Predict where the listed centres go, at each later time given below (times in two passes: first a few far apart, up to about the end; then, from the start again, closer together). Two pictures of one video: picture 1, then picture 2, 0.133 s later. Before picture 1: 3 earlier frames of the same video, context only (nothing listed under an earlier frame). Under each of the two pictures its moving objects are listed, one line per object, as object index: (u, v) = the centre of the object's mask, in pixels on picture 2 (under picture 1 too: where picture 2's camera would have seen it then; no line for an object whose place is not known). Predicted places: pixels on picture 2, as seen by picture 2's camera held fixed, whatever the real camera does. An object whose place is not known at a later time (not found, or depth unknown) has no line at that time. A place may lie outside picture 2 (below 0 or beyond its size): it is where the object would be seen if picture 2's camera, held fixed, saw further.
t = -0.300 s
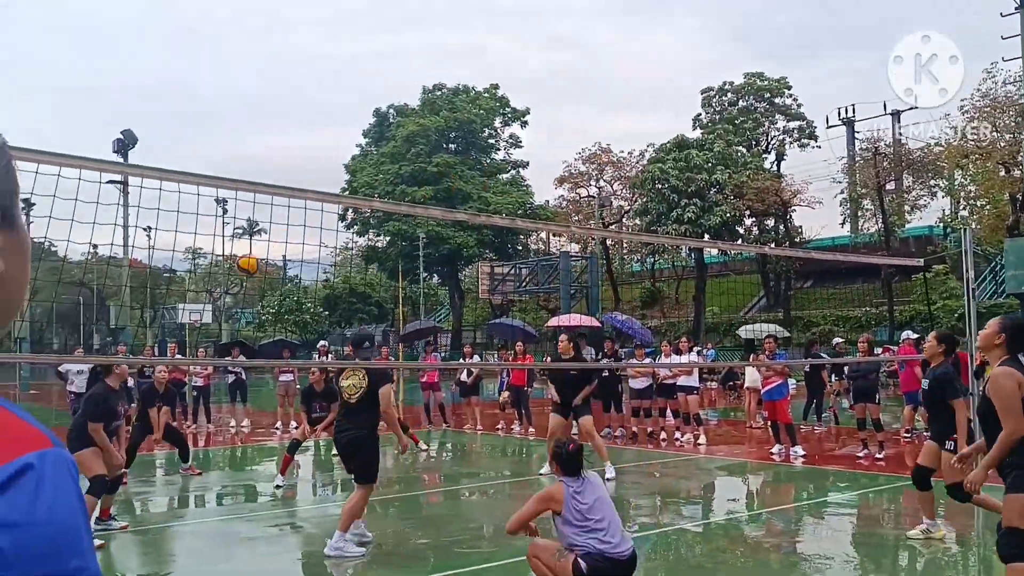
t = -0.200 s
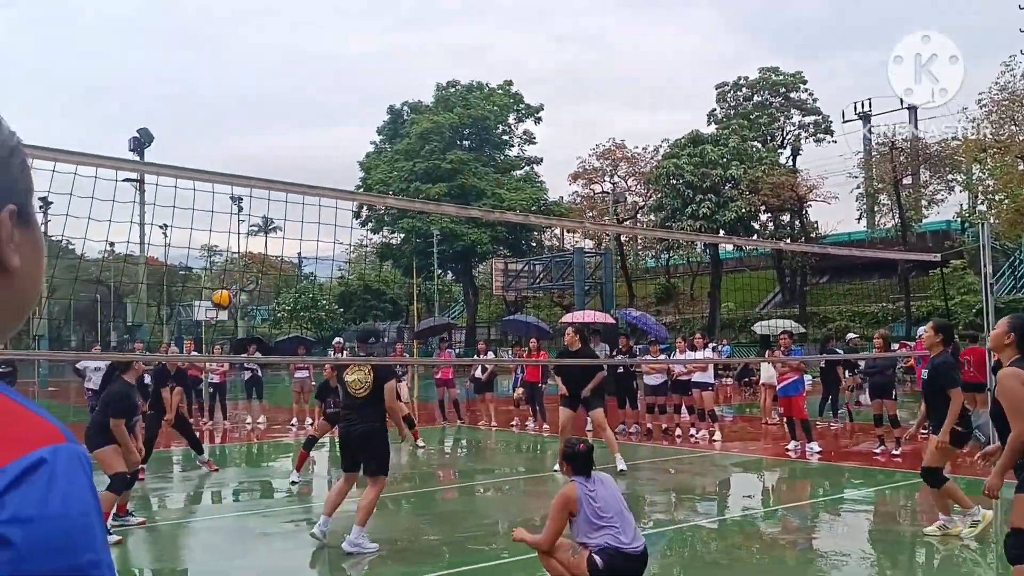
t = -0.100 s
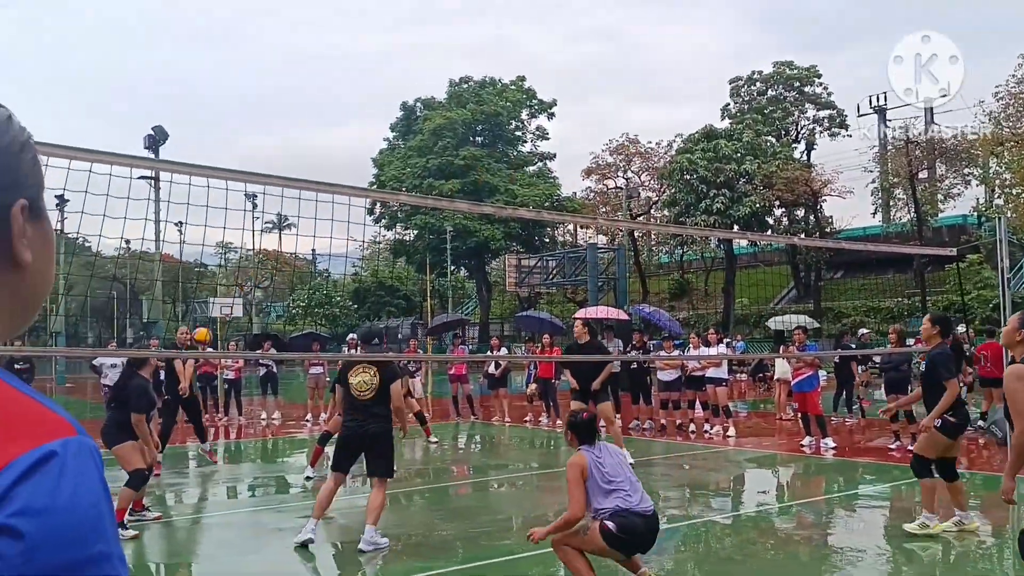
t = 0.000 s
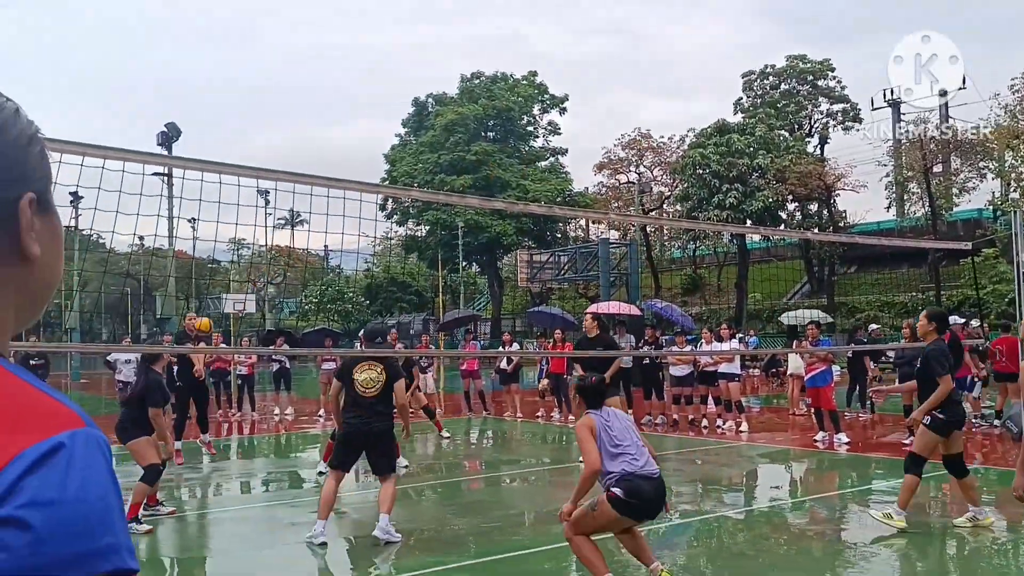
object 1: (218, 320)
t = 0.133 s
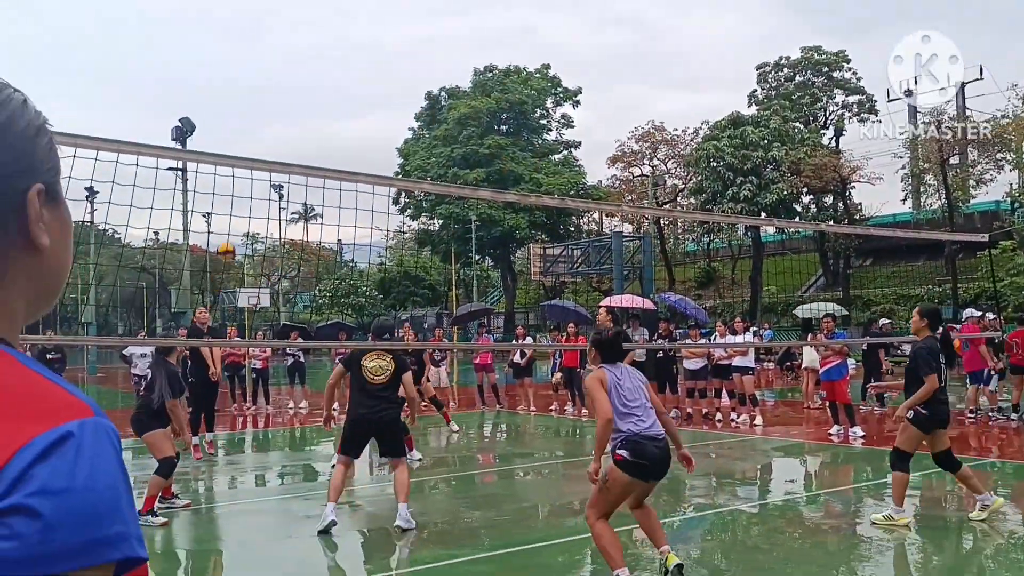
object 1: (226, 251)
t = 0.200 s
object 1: (231, 222)
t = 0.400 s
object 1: (245, 150)
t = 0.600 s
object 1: (261, 118)
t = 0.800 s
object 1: (279, 119)
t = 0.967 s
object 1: (295, 151)
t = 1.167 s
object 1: (317, 230)
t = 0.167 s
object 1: (228, 236)
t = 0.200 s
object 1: (231, 222)
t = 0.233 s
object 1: (233, 208)
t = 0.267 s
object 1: (235, 196)
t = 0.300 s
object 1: (238, 184)
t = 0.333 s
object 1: (240, 174)
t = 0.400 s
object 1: (245, 150)
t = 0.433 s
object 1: (247, 145)
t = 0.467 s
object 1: (250, 138)
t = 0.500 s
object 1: (253, 131)
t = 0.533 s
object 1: (255, 126)
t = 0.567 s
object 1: (258, 121)
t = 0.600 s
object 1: (261, 118)
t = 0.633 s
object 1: (263, 115)
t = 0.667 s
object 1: (266, 114)
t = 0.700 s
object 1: (269, 114)
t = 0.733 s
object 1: (272, 115)
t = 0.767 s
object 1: (275, 116)
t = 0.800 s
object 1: (279, 119)
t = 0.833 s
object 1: (282, 123)
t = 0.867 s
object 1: (285, 128)
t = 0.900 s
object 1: (288, 135)
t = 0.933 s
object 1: (291, 142)
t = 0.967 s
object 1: (295, 151)
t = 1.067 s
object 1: (306, 185)
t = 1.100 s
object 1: (310, 199)
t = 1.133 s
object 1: (314, 214)
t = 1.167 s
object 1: (317, 230)
